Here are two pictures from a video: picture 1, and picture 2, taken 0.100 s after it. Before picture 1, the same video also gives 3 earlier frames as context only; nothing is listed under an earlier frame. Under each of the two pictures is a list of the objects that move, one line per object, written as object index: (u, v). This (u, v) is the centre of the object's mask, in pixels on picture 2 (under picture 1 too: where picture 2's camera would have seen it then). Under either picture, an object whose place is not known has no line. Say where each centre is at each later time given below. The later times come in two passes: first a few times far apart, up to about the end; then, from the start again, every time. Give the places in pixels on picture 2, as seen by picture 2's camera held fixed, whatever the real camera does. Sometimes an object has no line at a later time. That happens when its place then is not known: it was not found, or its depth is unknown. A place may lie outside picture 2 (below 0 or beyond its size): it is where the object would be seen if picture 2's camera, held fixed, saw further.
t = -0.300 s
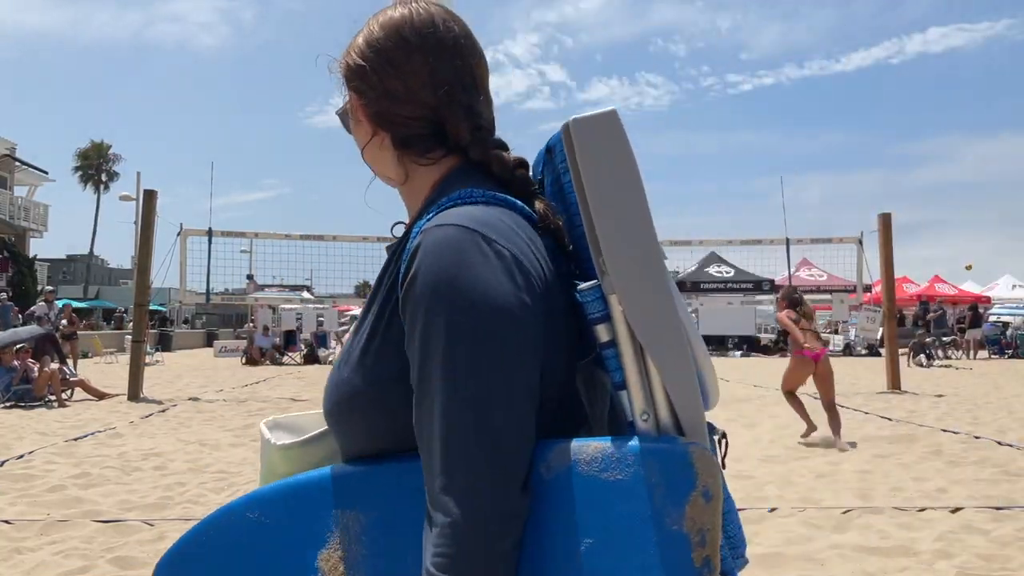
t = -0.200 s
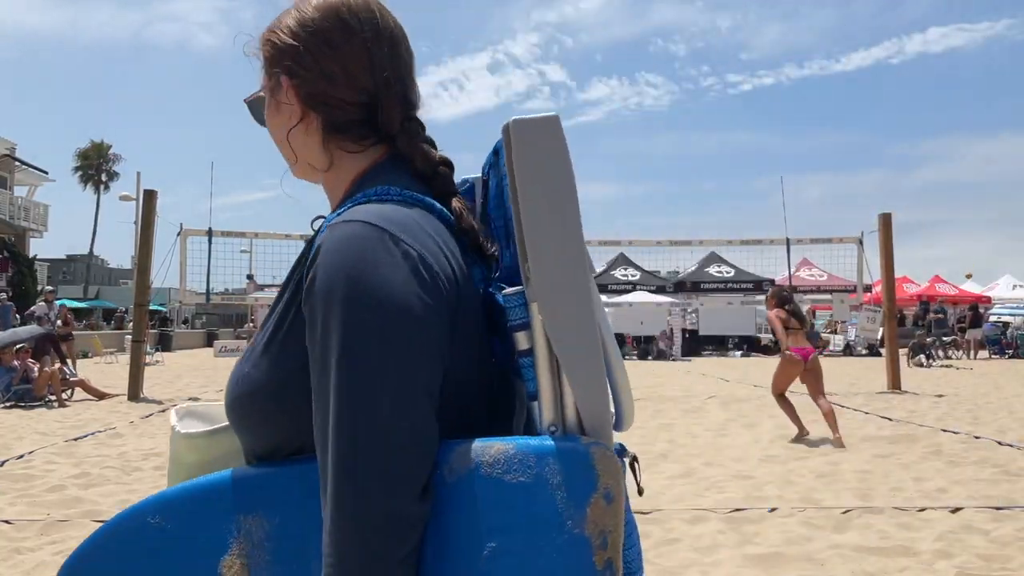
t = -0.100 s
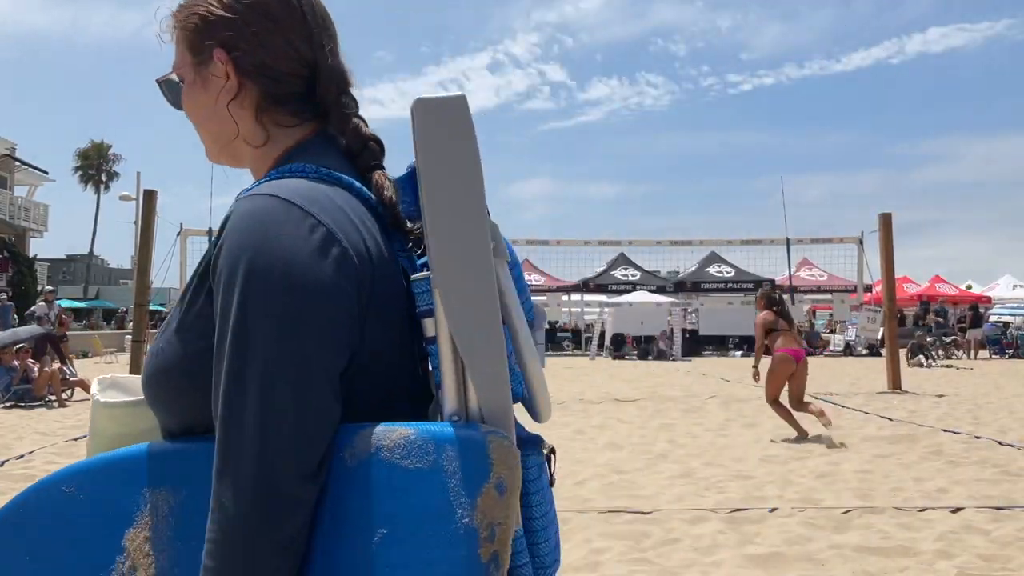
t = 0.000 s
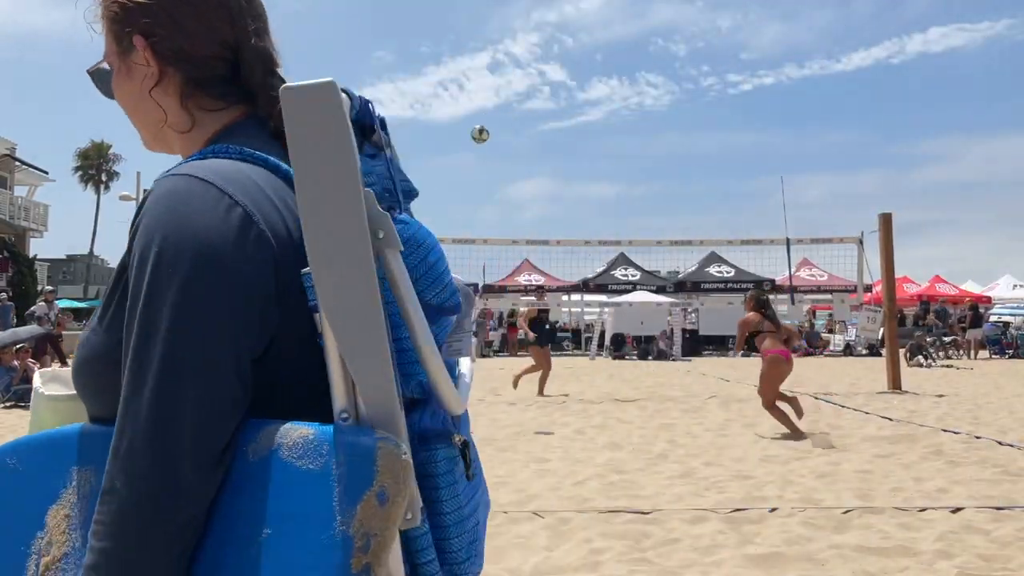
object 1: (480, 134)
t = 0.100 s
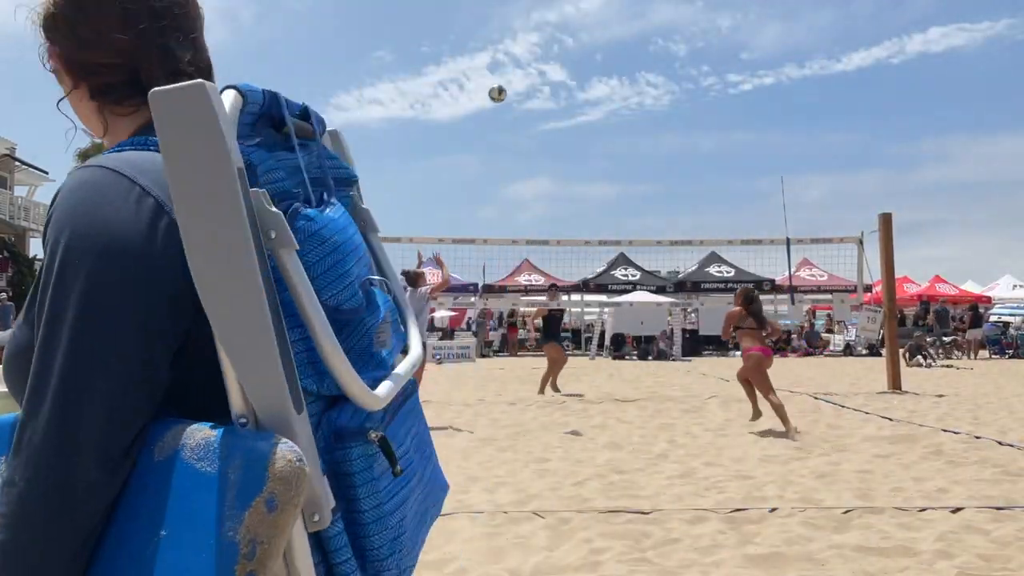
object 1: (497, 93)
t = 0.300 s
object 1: (528, 40)
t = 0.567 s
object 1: (564, 22)
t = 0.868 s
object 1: (597, 68)
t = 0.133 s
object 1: (503, 82)
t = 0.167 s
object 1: (508, 72)
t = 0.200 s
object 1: (514, 62)
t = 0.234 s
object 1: (518, 54)
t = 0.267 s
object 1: (524, 46)
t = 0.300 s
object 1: (528, 40)
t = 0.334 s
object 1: (533, 34)
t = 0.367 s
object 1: (538, 30)
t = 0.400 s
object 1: (543, 26)
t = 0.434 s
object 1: (547, 24)
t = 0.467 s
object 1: (552, 22)
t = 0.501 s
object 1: (556, 21)
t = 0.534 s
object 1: (561, 21)
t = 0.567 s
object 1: (564, 22)
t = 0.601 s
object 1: (569, 24)
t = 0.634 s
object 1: (572, 27)
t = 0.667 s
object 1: (576, 30)
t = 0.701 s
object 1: (580, 34)
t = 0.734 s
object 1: (583, 39)
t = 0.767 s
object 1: (587, 45)
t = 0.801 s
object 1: (591, 52)
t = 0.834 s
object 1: (594, 60)
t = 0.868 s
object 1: (597, 68)
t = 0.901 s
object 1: (600, 77)
